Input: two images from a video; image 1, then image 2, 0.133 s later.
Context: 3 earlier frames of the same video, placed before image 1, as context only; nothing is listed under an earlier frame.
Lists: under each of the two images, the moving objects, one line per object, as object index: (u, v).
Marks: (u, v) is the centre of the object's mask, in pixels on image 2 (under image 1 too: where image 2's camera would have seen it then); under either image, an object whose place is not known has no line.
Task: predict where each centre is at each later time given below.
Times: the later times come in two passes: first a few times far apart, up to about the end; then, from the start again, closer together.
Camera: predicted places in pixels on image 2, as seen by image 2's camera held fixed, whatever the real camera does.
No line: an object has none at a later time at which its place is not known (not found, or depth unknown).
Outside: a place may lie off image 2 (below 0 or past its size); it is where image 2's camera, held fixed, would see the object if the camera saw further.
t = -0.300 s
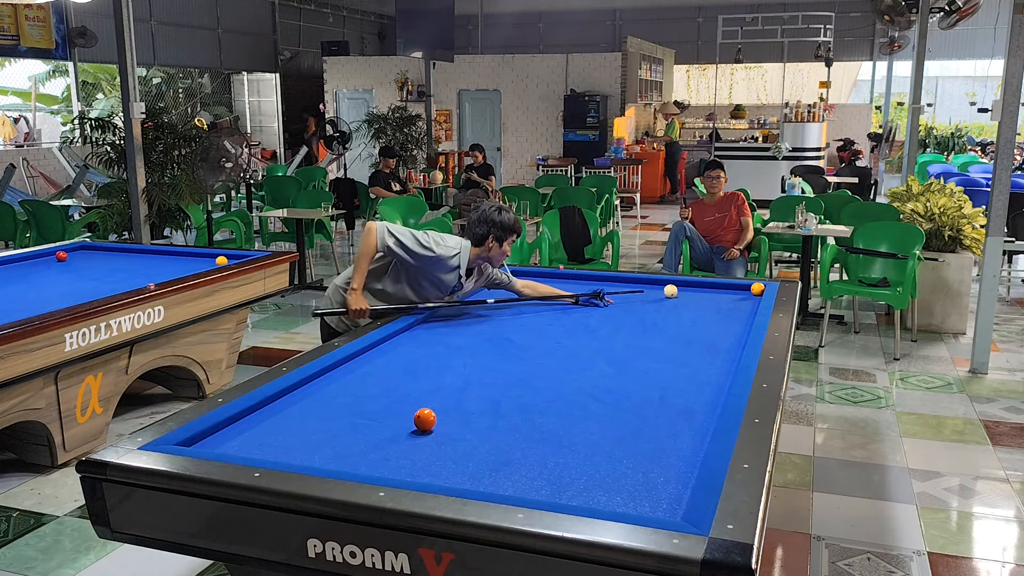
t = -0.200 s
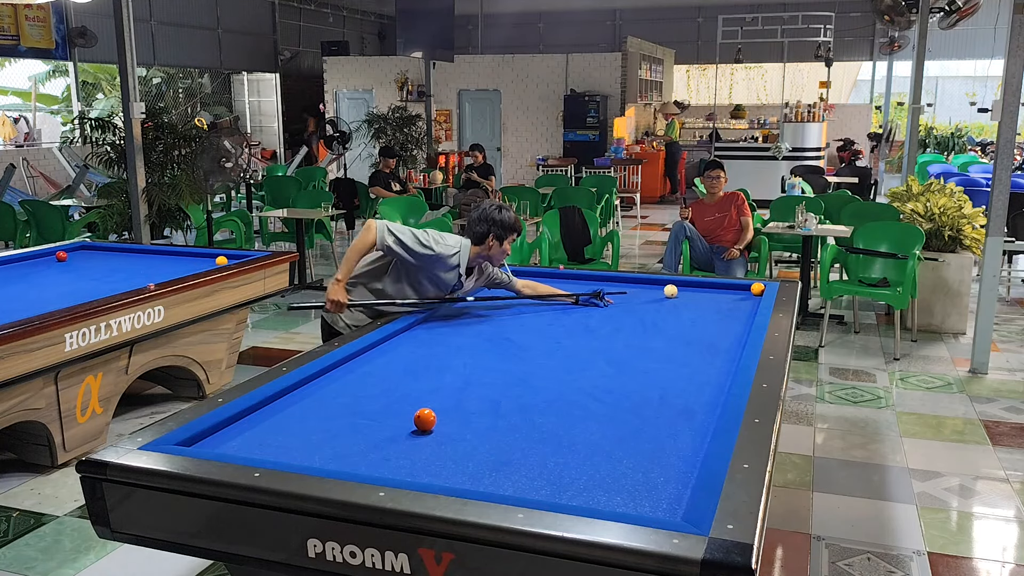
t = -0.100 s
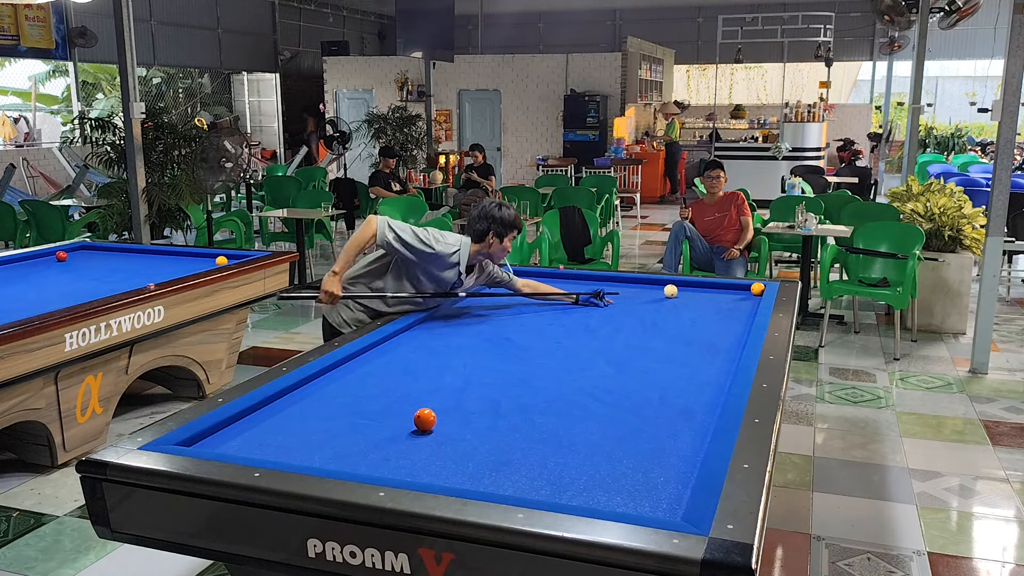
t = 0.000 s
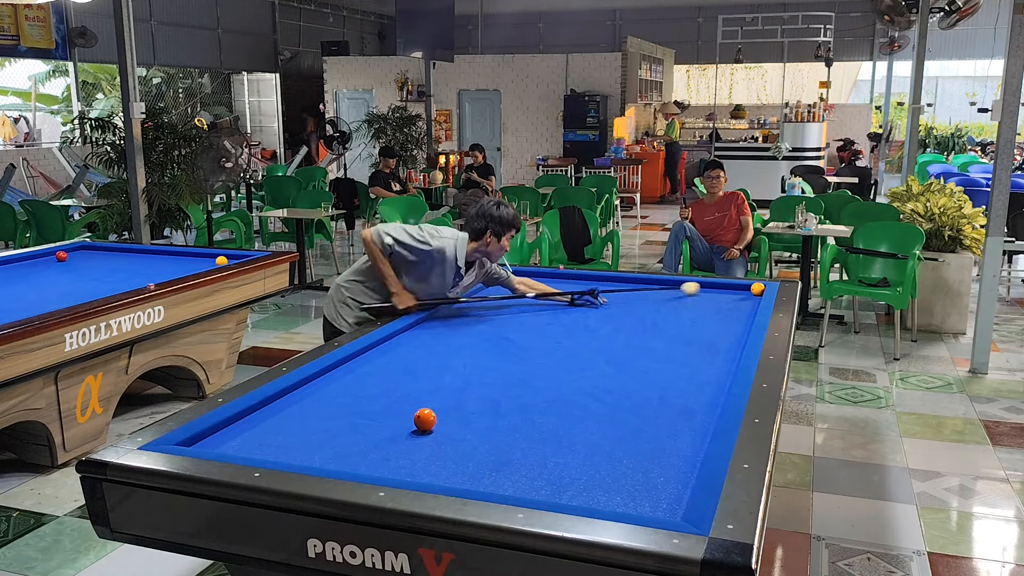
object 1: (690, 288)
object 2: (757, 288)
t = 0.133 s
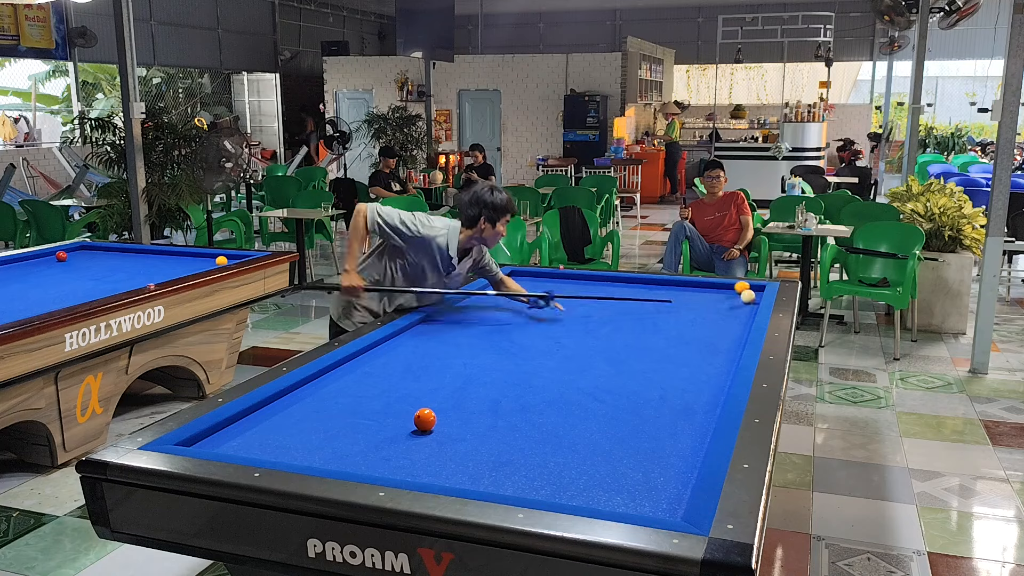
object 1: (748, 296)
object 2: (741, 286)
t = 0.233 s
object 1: (747, 311)
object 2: (711, 285)
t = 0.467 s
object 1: (708, 348)
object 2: (650, 281)
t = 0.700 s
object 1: (675, 394)
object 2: (593, 278)
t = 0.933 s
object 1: (653, 450)
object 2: (540, 275)
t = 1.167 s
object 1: (627, 497)
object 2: (527, 275)
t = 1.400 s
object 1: (610, 444)
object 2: (554, 278)
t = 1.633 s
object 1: (594, 414)
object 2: (579, 281)
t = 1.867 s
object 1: (580, 390)
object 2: (606, 284)
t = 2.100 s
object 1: (568, 370)
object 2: (632, 287)
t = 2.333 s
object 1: (558, 352)
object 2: (659, 290)
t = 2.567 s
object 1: (550, 337)
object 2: (687, 293)
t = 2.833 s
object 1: (541, 323)
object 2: (719, 297)
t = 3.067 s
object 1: (535, 311)
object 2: (748, 300)
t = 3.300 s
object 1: (529, 301)
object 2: (741, 301)
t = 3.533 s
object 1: (524, 292)
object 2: (725, 300)
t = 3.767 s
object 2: (709, 300)
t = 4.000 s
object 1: (516, 277)
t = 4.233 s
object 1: (519, 274)
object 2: (681, 299)
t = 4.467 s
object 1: (529, 278)
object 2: (667, 299)
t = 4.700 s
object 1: (539, 282)
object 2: (654, 299)
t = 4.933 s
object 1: (550, 287)
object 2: (642, 298)
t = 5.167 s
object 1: (561, 292)
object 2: (630, 298)
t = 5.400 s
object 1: (572, 296)
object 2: (620, 297)
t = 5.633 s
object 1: (584, 301)
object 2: (609, 297)
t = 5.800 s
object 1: (592, 304)
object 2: (603, 297)
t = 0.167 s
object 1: (751, 302)
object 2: (731, 287)
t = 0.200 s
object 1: (752, 306)
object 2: (721, 286)
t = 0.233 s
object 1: (747, 311)
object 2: (711, 285)
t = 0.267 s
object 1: (741, 316)
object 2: (701, 284)
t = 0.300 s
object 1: (735, 321)
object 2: (692, 283)
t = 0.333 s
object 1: (729, 326)
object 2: (684, 283)
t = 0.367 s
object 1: (723, 331)
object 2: (675, 282)
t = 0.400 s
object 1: (718, 337)
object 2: (666, 282)
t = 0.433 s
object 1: (713, 342)
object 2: (658, 281)
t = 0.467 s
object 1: (708, 348)
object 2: (650, 281)
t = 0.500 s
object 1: (702, 354)
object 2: (641, 280)
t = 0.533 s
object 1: (697, 360)
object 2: (633, 280)
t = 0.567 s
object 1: (692, 366)
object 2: (625, 279)
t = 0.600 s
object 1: (688, 373)
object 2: (617, 279)
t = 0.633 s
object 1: (683, 380)
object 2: (609, 278)
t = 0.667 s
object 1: (679, 386)
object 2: (601, 278)
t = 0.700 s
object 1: (675, 394)
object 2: (593, 278)
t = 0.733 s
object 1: (672, 401)
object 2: (585, 277)
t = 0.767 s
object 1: (668, 408)
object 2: (578, 277)
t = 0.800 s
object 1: (665, 416)
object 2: (570, 276)
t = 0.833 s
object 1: (662, 424)
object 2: (562, 276)
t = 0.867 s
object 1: (659, 433)
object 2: (555, 276)
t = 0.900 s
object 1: (656, 441)
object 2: (547, 275)
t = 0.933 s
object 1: (653, 450)
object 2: (540, 275)
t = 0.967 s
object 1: (649, 460)
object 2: (532, 274)
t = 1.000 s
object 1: (646, 471)
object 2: (525, 274)
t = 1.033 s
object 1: (642, 482)
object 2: (518, 274)
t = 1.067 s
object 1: (637, 493)
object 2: (512, 273)
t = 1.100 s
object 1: (634, 502)
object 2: (517, 274)
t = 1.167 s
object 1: (627, 497)
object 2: (527, 275)
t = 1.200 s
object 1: (625, 488)
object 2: (531, 275)
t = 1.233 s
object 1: (622, 479)
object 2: (535, 276)
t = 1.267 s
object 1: (620, 470)
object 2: (539, 276)
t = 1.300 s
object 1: (618, 463)
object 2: (543, 277)
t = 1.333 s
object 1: (615, 456)
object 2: (546, 277)
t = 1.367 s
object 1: (613, 450)
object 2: (550, 278)
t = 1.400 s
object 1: (610, 444)
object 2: (554, 278)
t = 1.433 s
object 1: (608, 439)
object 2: (557, 278)
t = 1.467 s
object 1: (605, 434)
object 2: (561, 279)
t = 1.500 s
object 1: (603, 429)
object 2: (565, 279)
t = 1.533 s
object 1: (601, 425)
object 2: (568, 280)
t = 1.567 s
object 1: (598, 421)
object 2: (572, 280)
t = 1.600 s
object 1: (596, 417)
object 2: (576, 281)
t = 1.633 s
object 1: (594, 414)
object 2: (579, 281)
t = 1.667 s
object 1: (592, 410)
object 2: (583, 281)
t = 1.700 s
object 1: (589, 406)
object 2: (587, 282)
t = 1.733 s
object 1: (588, 403)
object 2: (591, 282)
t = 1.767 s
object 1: (586, 399)
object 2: (594, 283)
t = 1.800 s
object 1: (584, 396)
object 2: (598, 283)
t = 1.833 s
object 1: (582, 393)
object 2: (602, 284)
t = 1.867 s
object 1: (580, 390)
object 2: (606, 284)
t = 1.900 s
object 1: (578, 387)
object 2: (609, 285)
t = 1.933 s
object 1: (576, 384)
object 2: (613, 285)
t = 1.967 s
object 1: (575, 381)
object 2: (617, 285)
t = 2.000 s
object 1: (573, 378)
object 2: (621, 286)
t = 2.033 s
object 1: (571, 375)
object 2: (625, 286)
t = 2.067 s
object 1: (570, 372)
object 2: (628, 286)
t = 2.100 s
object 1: (568, 370)
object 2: (632, 287)
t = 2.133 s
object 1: (567, 367)
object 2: (636, 287)
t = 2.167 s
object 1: (565, 364)
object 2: (640, 288)
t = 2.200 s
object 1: (564, 362)
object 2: (644, 288)
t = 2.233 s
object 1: (562, 359)
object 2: (648, 289)
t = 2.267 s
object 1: (561, 357)
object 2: (652, 289)
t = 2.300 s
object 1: (560, 355)
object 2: (656, 290)
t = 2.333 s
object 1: (558, 352)
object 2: (659, 290)
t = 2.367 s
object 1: (557, 350)
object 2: (664, 291)
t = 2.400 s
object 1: (556, 348)
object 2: (667, 291)
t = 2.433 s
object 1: (554, 346)
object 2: (671, 291)
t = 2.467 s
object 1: (553, 344)
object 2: (675, 292)
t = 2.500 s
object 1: (552, 341)
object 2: (679, 292)
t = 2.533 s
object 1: (551, 339)
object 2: (683, 293)
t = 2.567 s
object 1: (550, 337)
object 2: (687, 293)
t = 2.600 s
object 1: (549, 335)
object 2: (691, 294)
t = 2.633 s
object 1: (548, 333)
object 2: (695, 294)
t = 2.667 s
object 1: (547, 332)
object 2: (699, 294)
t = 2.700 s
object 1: (545, 330)
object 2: (703, 295)
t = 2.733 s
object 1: (544, 328)
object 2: (707, 295)
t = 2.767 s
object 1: (543, 326)
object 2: (711, 296)
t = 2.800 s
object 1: (542, 324)
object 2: (715, 296)
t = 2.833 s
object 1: (541, 323)
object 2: (719, 297)
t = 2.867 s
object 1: (541, 321)
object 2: (723, 297)
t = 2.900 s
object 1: (539, 319)
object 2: (728, 298)
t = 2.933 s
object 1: (538, 318)
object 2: (731, 298)
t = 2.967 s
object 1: (538, 316)
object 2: (735, 299)
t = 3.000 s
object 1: (537, 314)
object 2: (740, 299)
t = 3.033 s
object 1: (536, 313)
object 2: (744, 300)
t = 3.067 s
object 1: (535, 311)
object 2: (748, 300)
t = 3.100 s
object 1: (534, 310)
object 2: (752, 301)
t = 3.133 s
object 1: (533, 308)
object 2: (754, 301)
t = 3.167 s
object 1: (533, 307)
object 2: (751, 301)
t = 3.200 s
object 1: (532, 306)
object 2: (748, 301)
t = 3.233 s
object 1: (531, 304)
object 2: (746, 301)
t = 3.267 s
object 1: (530, 303)
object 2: (743, 301)
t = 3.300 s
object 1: (529, 301)
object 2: (741, 301)
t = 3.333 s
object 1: (529, 300)
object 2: (739, 300)
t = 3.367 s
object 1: (528, 299)
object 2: (736, 301)
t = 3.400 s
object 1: (527, 297)
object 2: (734, 300)
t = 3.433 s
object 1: (527, 296)
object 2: (732, 300)
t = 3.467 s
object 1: (526, 295)
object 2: (729, 300)
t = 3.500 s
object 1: (525, 294)
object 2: (727, 300)
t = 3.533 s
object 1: (524, 292)
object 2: (725, 300)
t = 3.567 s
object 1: (524, 291)
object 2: (723, 300)
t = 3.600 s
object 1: (523, 290)
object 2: (721, 300)
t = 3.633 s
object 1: (523, 289)
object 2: (718, 300)
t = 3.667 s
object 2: (716, 300)
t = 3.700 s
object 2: (714, 300)
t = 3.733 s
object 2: (708, 297)
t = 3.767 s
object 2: (709, 300)
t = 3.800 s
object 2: (707, 300)
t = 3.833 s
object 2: (708, 299)
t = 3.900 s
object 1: (517, 280)
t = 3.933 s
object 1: (517, 279)
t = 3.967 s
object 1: (517, 278)
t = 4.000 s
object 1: (516, 277)
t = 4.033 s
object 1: (515, 276)
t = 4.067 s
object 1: (515, 275)
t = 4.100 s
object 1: (514, 274)
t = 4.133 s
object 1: (514, 273)
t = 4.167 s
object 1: (516, 272)
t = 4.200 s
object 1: (517, 273)
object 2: (680, 297)
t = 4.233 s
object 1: (519, 274)
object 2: (681, 299)
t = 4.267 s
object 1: (520, 274)
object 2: (678, 299)
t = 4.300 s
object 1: (521, 275)
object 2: (677, 299)
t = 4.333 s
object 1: (523, 276)
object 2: (675, 299)
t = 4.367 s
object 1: (524, 276)
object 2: (673, 299)
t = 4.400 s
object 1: (526, 277)
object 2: (671, 299)
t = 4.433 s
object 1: (527, 277)
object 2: (669, 299)
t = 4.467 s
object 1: (529, 278)
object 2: (667, 299)
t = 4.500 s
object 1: (530, 279)
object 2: (665, 299)
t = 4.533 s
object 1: (532, 279)
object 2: (663, 299)
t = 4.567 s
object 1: (533, 280)
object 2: (661, 299)
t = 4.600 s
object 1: (535, 281)
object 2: (659, 299)
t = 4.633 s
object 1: (536, 281)
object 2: (658, 299)
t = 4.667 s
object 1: (538, 282)
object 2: (656, 299)
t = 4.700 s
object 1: (539, 282)
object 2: (654, 299)
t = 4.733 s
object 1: (541, 283)
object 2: (652, 298)
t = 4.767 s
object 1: (542, 284)
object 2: (651, 298)
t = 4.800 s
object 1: (544, 284)
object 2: (649, 298)
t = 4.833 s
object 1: (545, 285)
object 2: (647, 298)
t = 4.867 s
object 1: (547, 286)
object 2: (645, 298)
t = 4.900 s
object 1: (548, 286)
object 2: (644, 298)
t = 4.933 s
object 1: (550, 287)
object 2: (642, 298)
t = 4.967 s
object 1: (551, 287)
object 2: (640, 298)
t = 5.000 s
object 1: (553, 288)
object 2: (639, 298)
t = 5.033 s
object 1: (554, 289)
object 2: (637, 298)
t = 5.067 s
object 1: (556, 290)
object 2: (635, 298)
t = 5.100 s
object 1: (557, 290)
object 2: (634, 298)
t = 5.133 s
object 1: (559, 291)
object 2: (632, 298)
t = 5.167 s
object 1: (561, 292)
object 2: (630, 298)
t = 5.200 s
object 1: (562, 292)
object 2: (629, 298)
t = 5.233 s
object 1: (564, 293)
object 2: (627, 298)
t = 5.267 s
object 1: (565, 293)
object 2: (626, 298)
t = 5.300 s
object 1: (567, 294)
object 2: (624, 298)
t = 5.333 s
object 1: (569, 295)
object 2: (623, 298)
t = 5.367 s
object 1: (570, 295)
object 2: (621, 298)
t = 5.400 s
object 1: (572, 296)
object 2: (620, 297)
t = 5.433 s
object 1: (574, 297)
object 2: (618, 297)
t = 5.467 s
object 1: (575, 297)
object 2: (616, 297)
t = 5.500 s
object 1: (577, 298)
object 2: (615, 297)
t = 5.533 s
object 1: (579, 299)
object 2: (613, 297)
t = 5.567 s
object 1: (580, 299)
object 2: (612, 297)
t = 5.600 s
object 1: (582, 300)
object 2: (611, 297)
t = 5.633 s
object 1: (584, 301)
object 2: (609, 297)
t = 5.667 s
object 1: (585, 302)
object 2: (608, 297)
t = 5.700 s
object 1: (587, 302)
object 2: (606, 297)
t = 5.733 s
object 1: (589, 303)
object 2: (605, 297)
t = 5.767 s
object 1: (590, 304)
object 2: (604, 297)
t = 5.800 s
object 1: (592, 304)
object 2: (603, 297)
